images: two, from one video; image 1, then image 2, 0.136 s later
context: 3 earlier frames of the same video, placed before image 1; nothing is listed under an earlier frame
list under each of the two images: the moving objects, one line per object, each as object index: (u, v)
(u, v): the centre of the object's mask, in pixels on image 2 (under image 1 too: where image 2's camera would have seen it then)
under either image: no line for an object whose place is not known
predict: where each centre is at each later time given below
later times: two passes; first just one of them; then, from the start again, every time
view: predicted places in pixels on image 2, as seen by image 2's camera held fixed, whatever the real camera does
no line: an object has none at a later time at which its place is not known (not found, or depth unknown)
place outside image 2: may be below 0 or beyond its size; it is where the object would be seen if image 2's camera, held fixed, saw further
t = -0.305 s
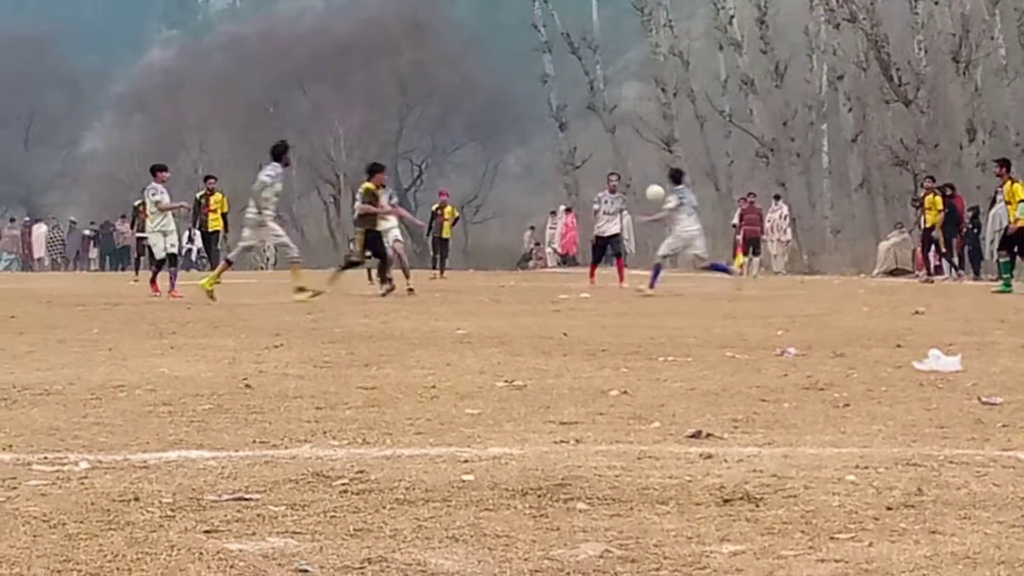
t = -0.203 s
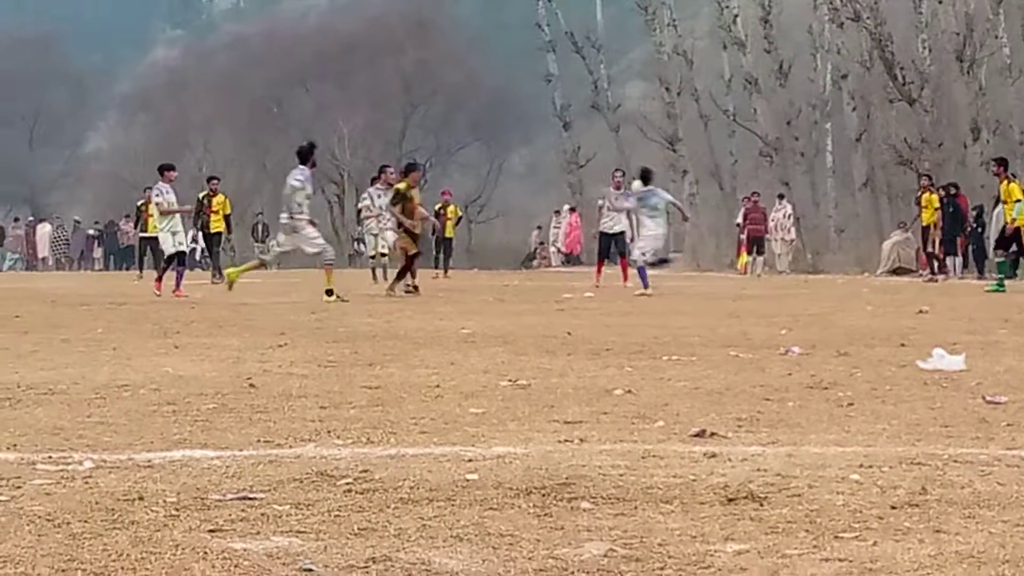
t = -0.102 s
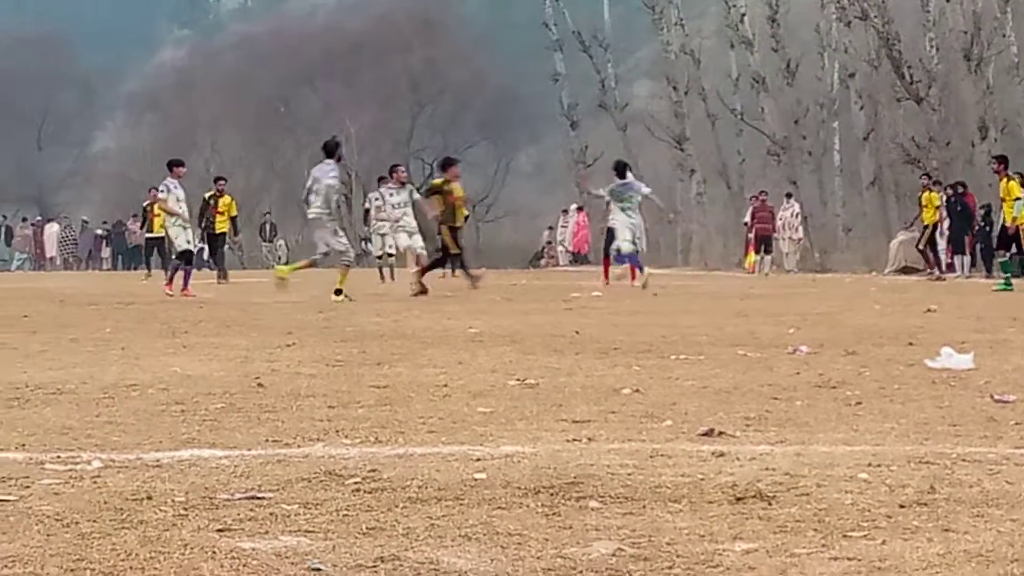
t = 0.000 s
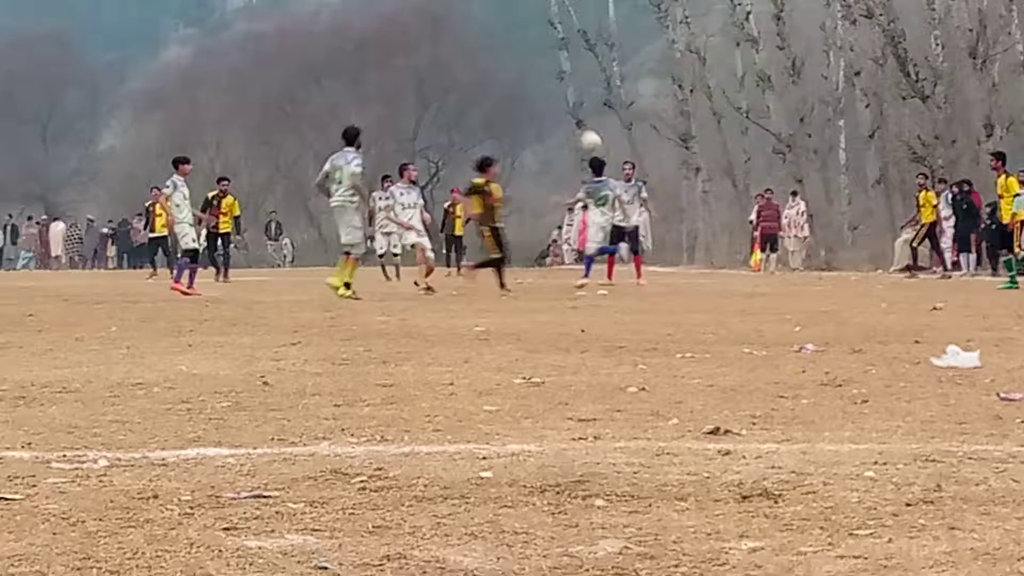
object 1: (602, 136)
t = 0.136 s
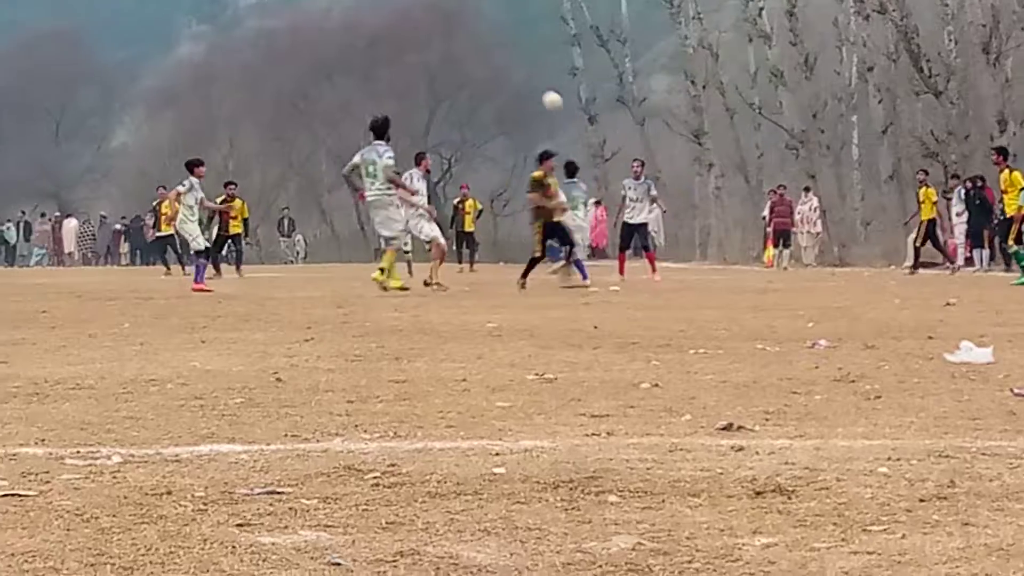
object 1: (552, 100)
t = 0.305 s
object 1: (490, 76)
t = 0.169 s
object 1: (540, 94)
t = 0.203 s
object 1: (527, 88)
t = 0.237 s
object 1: (515, 83)
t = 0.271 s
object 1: (503, 79)
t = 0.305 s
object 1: (490, 76)
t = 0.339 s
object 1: (478, 74)
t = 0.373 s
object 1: (466, 73)
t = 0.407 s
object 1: (454, 72)
